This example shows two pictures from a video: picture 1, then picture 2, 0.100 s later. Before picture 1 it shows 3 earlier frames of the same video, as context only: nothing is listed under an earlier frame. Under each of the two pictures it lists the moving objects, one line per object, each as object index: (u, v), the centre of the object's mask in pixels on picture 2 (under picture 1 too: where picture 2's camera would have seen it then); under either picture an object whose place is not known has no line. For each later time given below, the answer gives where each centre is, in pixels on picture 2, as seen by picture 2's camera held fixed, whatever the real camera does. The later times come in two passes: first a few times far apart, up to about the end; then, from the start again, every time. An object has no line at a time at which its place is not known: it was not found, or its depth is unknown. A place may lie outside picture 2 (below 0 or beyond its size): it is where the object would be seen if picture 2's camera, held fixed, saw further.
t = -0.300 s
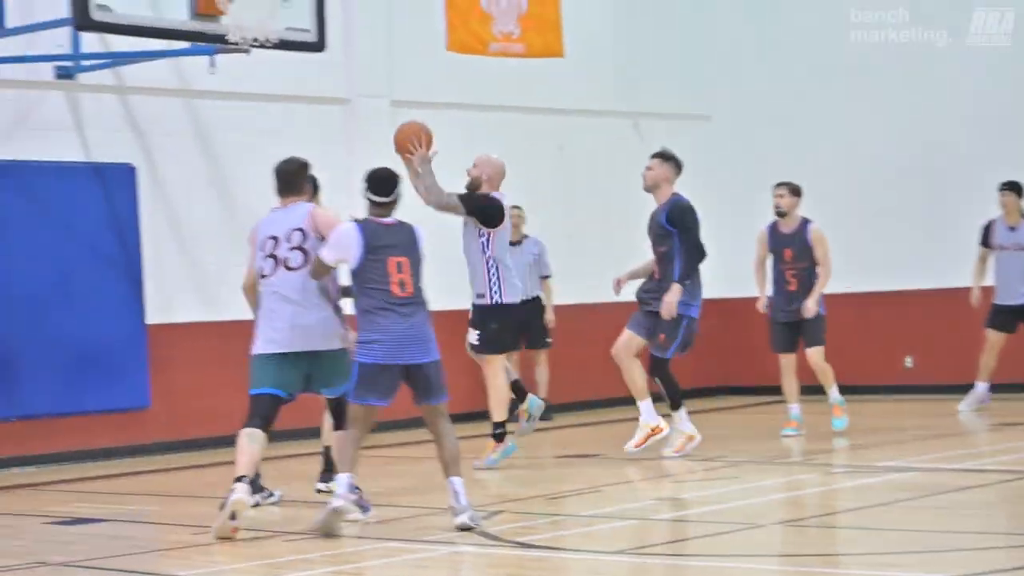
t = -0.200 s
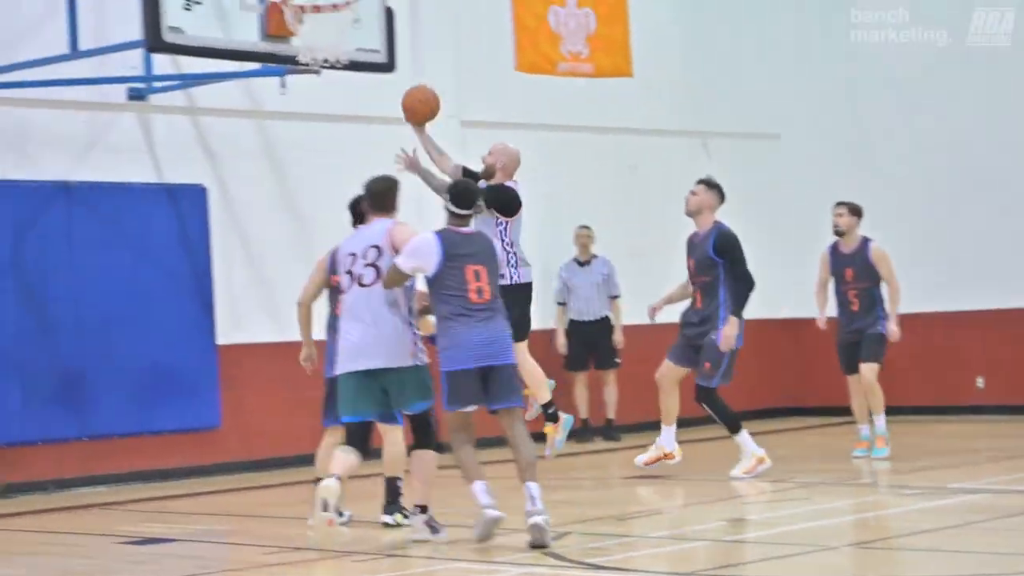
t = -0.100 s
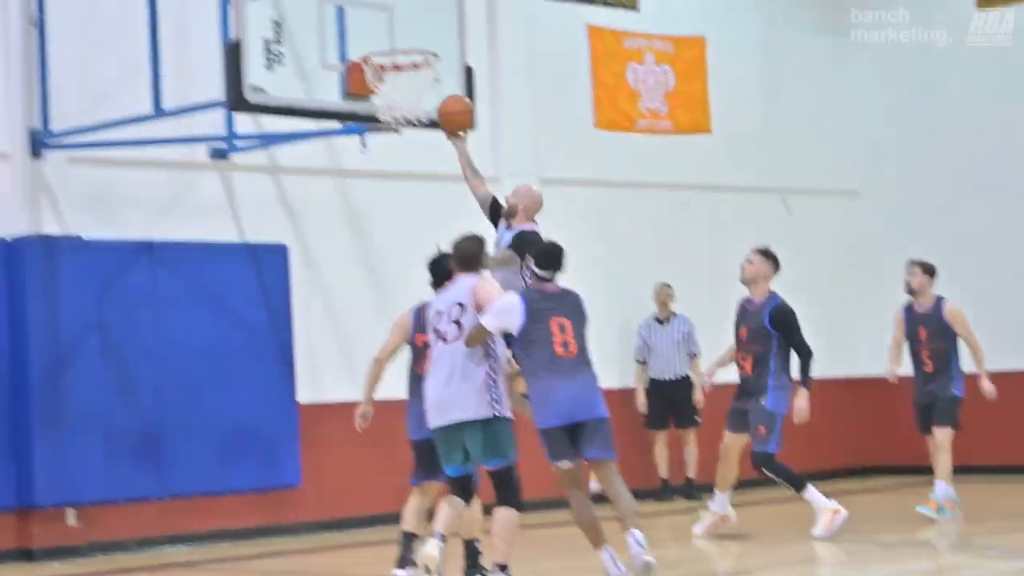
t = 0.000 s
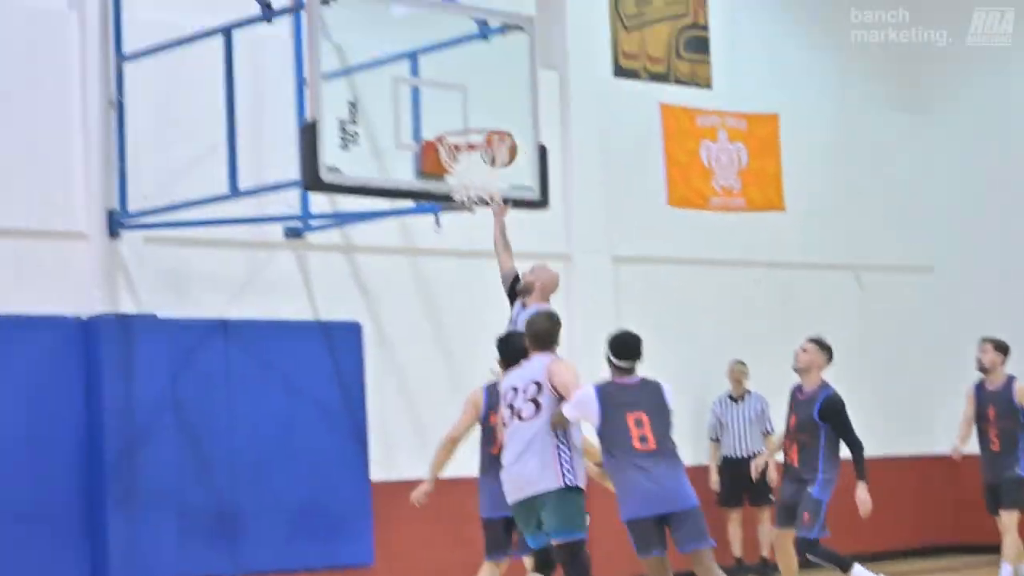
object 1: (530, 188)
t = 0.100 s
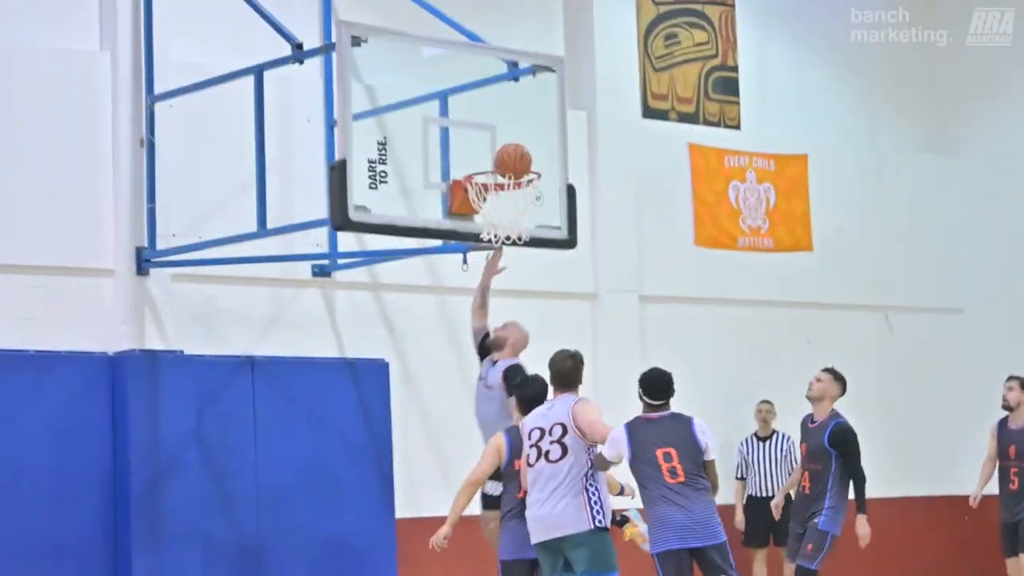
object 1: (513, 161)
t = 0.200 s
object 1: (516, 148)
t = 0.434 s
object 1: (513, 164)
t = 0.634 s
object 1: (474, 204)
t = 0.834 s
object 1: (486, 222)
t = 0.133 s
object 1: (514, 155)
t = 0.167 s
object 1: (515, 151)
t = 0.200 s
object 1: (516, 148)
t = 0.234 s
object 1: (518, 146)
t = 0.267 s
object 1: (519, 147)
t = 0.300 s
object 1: (520, 149)
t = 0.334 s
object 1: (522, 153)
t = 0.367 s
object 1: (524, 158)
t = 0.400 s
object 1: (520, 162)
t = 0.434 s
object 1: (513, 164)
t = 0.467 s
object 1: (505, 170)
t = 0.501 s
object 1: (498, 177)
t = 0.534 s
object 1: (491, 186)
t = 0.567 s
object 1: (483, 194)
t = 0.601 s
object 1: (478, 199)
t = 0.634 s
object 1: (474, 204)
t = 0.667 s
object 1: (472, 206)
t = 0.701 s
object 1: (473, 207)
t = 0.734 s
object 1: (481, 222)
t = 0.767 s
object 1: (476, 212)
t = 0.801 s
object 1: (480, 216)
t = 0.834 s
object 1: (486, 222)
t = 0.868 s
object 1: (491, 230)
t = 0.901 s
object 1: (497, 239)
